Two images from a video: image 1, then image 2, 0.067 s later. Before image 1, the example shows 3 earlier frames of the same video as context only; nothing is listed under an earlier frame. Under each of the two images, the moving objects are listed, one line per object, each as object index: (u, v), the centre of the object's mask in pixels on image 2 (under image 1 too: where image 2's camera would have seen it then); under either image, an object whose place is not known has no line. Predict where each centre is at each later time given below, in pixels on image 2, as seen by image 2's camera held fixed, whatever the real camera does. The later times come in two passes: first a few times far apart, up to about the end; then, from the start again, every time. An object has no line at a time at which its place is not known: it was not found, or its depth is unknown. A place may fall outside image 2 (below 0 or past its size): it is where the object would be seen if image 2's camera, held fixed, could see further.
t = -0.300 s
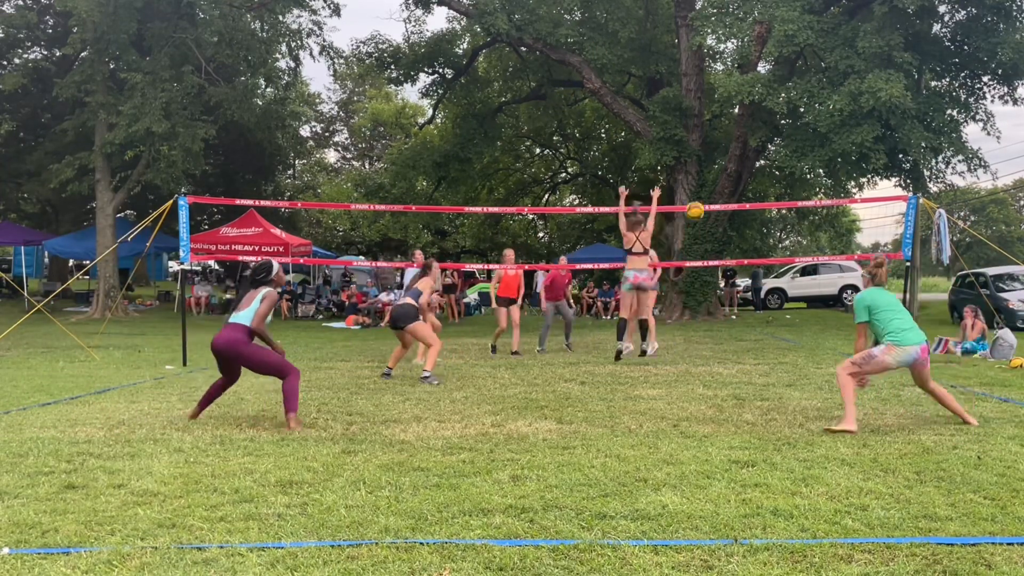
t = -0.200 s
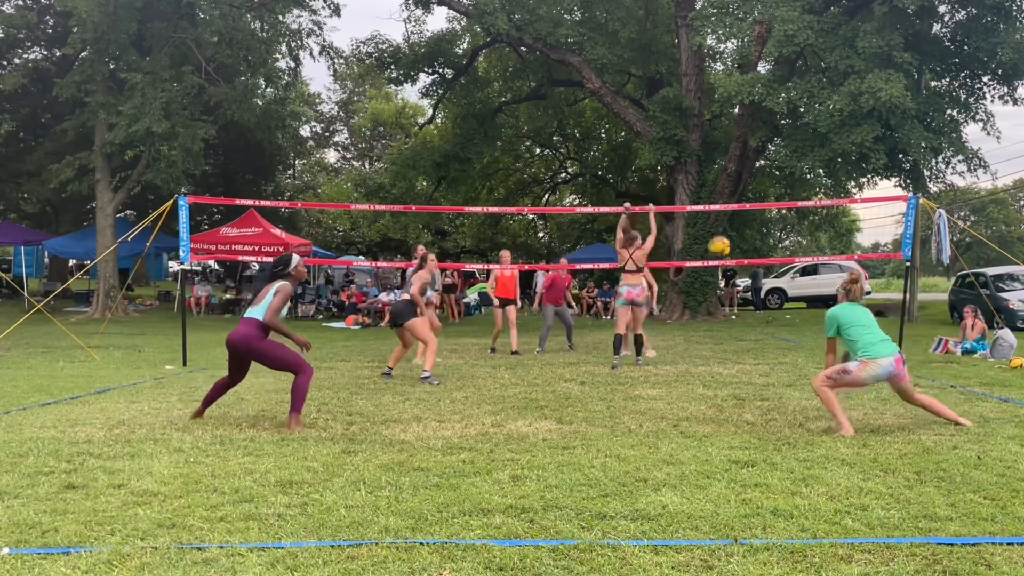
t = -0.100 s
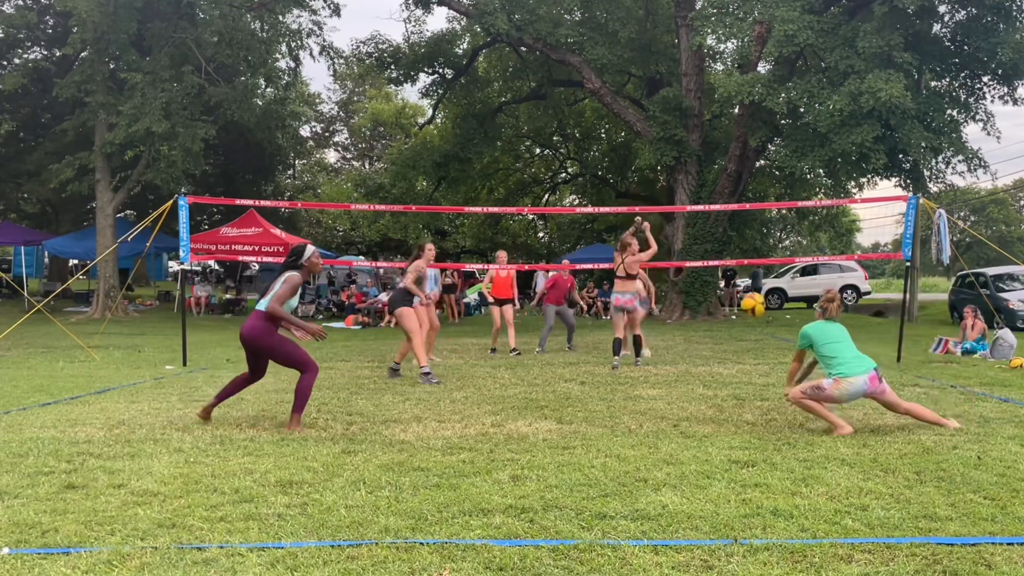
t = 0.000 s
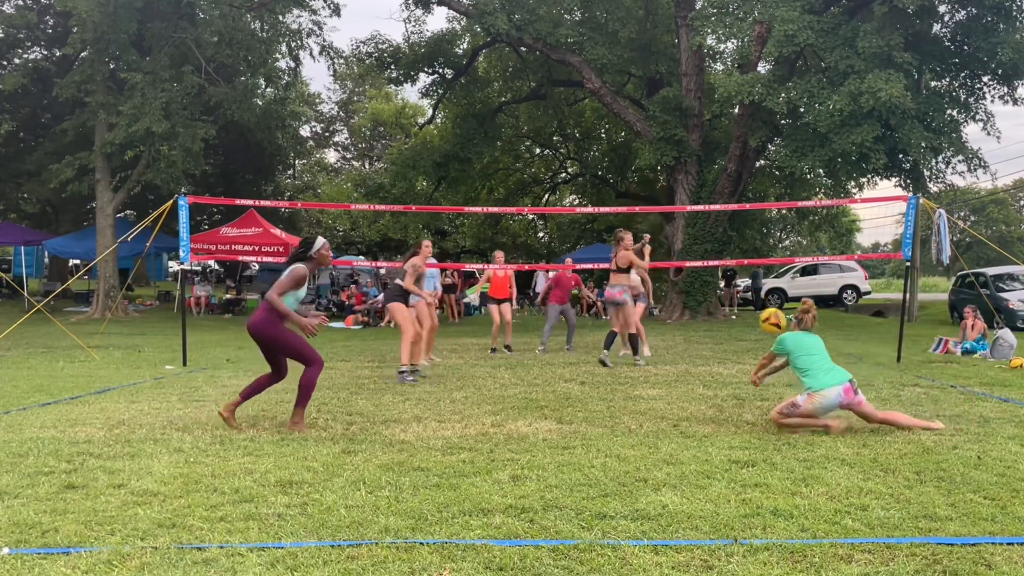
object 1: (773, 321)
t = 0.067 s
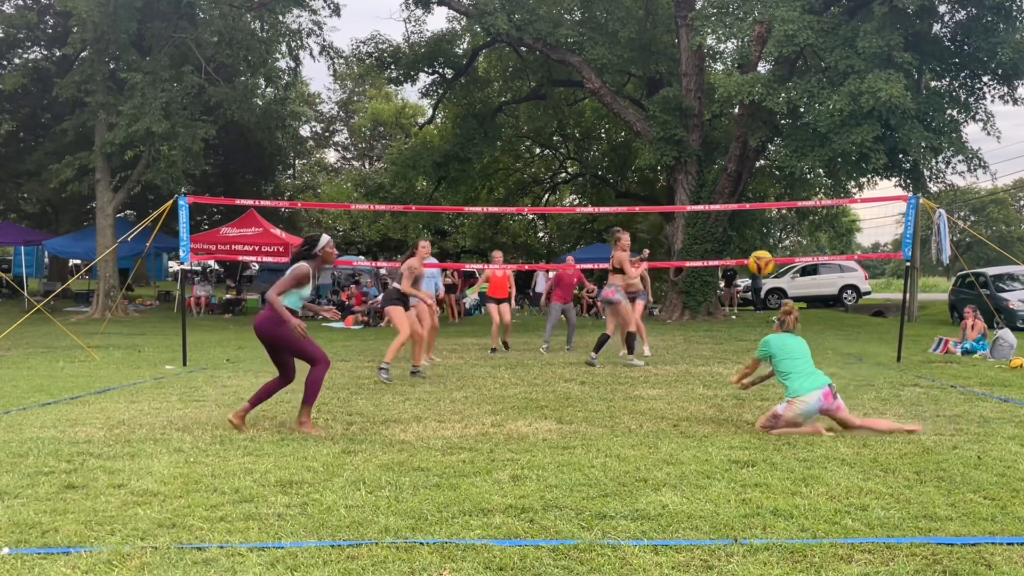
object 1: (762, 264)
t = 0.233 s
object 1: (736, 150)
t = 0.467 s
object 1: (707, 55)
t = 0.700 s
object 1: (683, 26)
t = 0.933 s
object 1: (661, 54)
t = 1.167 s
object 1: (642, 128)
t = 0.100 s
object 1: (756, 237)
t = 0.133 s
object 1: (751, 213)
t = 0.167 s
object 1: (745, 190)
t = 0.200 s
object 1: (741, 169)
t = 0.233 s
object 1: (736, 150)
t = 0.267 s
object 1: (732, 132)
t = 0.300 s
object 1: (728, 116)
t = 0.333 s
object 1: (723, 101)
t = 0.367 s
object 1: (719, 88)
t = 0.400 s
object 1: (715, 75)
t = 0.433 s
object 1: (712, 65)
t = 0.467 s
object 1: (707, 55)
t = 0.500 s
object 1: (703, 48)
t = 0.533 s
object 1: (701, 40)
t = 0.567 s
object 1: (697, 36)
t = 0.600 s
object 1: (693, 31)
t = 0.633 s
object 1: (689, 29)
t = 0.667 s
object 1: (686, 27)
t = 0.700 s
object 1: (683, 26)
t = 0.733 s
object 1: (680, 27)
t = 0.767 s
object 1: (676, 29)
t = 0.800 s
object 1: (674, 32)
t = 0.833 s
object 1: (670, 36)
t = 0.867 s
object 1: (668, 41)
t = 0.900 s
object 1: (664, 47)
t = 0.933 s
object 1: (661, 54)
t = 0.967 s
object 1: (659, 62)
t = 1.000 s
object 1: (656, 71)
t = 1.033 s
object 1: (653, 81)
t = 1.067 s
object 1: (650, 91)
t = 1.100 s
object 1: (648, 103)
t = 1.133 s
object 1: (645, 115)
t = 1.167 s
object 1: (642, 128)
